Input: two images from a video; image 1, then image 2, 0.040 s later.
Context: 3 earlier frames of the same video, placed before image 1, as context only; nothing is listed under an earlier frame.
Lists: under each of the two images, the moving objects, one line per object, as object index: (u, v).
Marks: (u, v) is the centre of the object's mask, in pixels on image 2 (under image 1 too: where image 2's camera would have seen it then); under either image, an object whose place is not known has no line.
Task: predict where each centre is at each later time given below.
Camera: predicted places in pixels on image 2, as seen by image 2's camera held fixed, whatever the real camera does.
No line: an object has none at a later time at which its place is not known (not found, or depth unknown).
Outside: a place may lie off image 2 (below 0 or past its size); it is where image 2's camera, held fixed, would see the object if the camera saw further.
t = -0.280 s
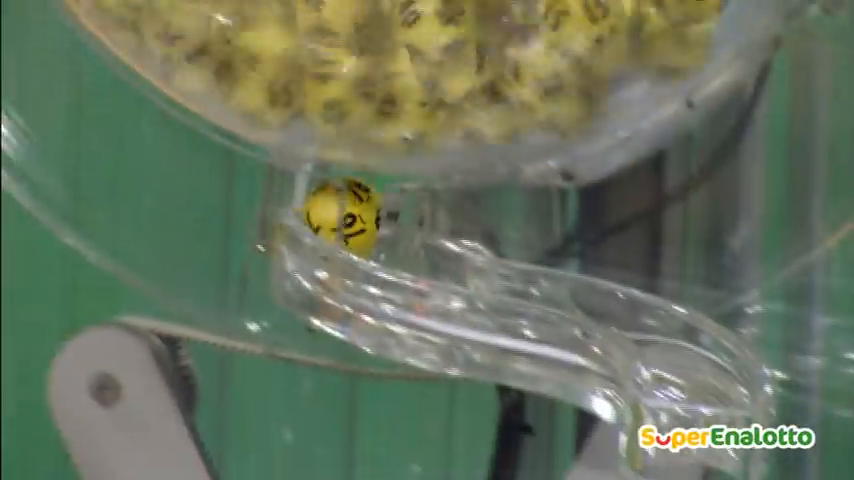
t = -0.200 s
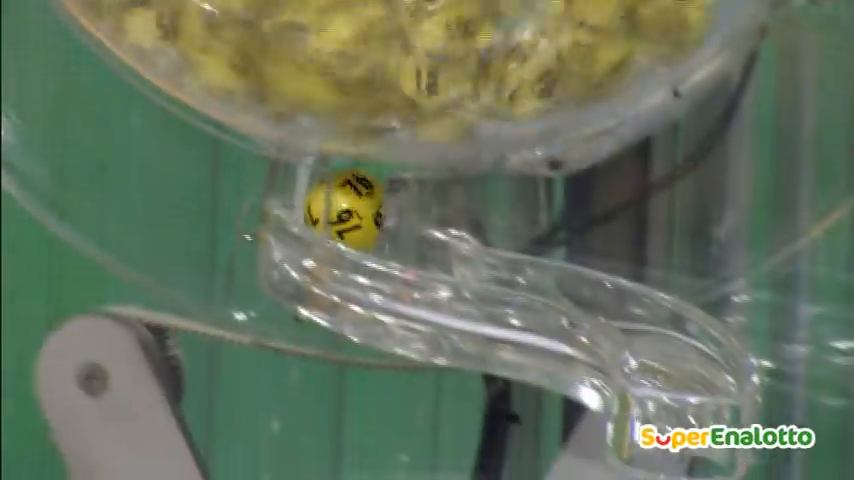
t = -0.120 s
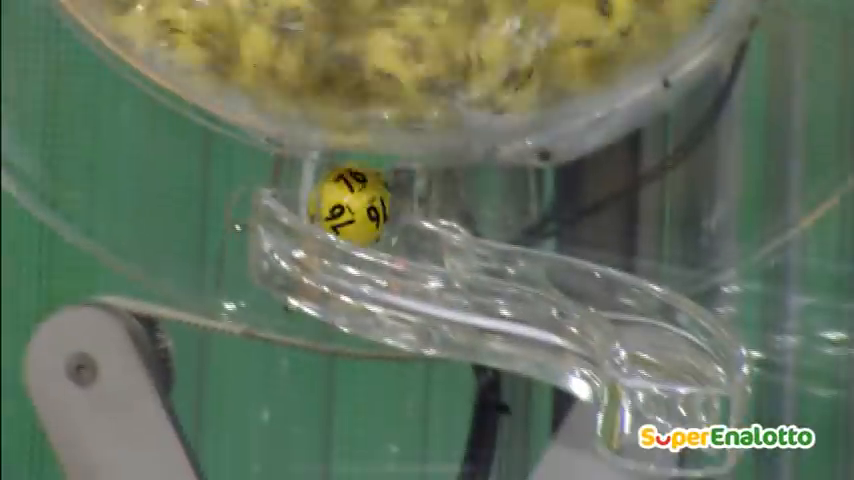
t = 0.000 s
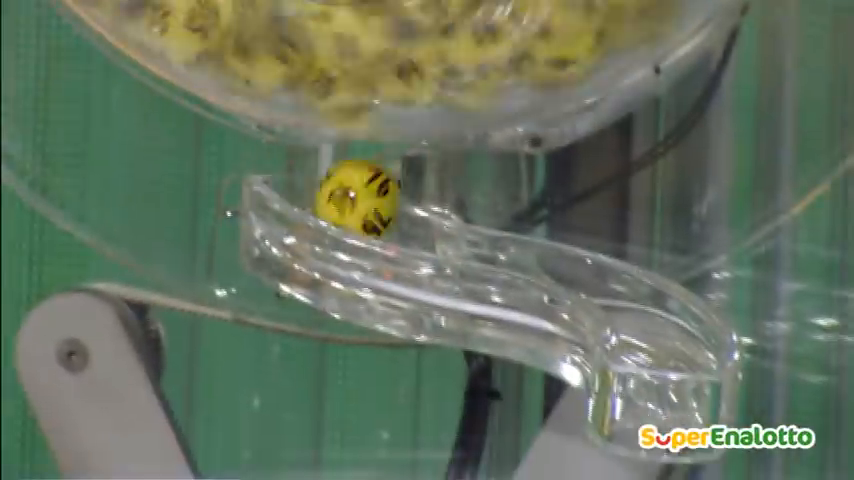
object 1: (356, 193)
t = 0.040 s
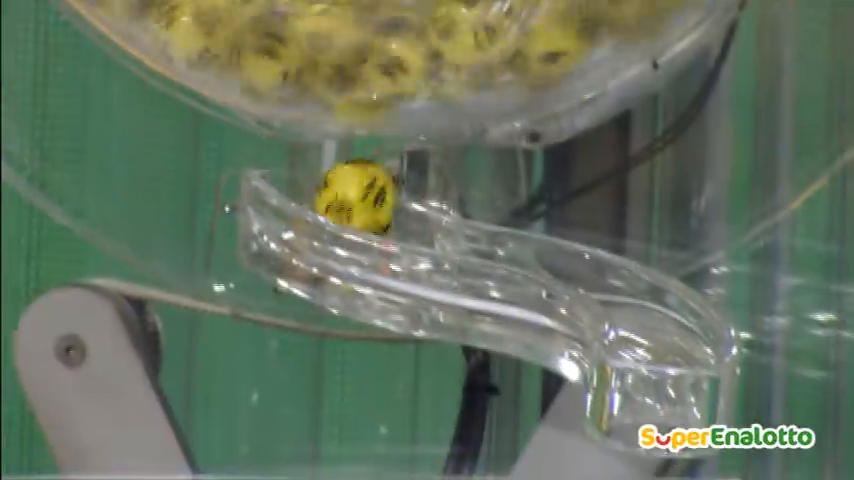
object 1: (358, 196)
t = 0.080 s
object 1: (355, 198)
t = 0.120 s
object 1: (340, 208)
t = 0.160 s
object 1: (331, 212)
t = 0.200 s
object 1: (337, 214)
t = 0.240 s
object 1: (354, 223)
